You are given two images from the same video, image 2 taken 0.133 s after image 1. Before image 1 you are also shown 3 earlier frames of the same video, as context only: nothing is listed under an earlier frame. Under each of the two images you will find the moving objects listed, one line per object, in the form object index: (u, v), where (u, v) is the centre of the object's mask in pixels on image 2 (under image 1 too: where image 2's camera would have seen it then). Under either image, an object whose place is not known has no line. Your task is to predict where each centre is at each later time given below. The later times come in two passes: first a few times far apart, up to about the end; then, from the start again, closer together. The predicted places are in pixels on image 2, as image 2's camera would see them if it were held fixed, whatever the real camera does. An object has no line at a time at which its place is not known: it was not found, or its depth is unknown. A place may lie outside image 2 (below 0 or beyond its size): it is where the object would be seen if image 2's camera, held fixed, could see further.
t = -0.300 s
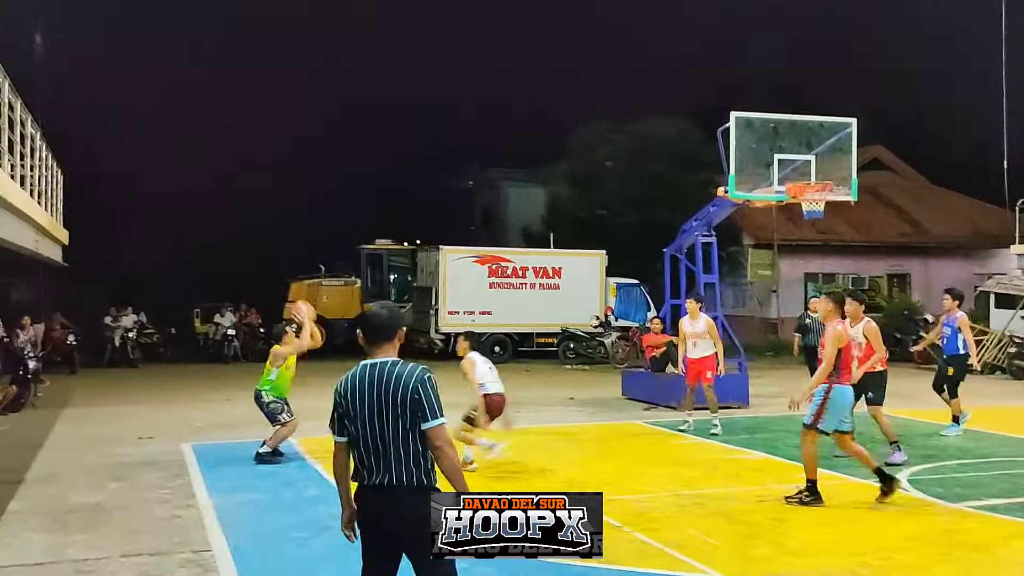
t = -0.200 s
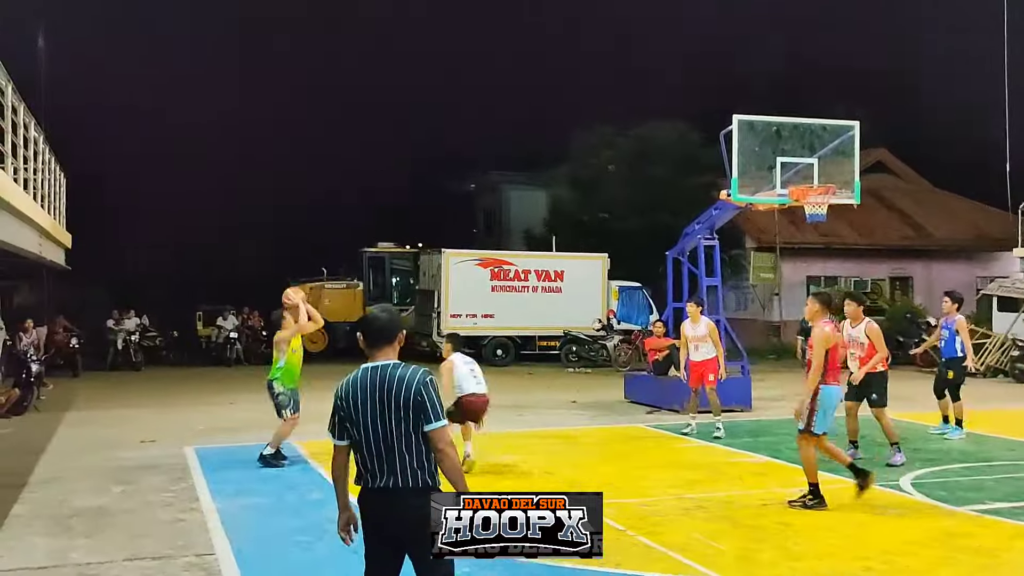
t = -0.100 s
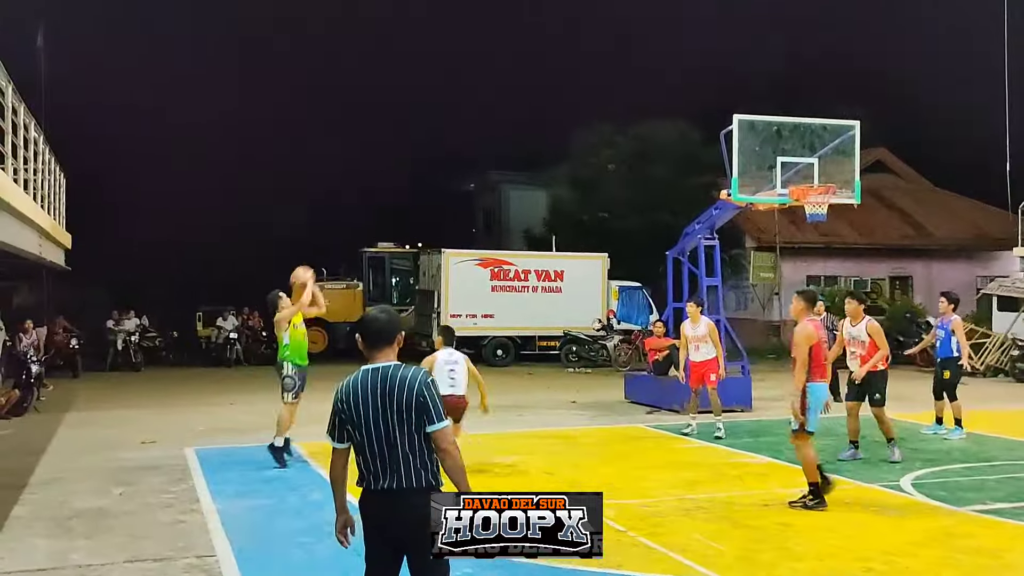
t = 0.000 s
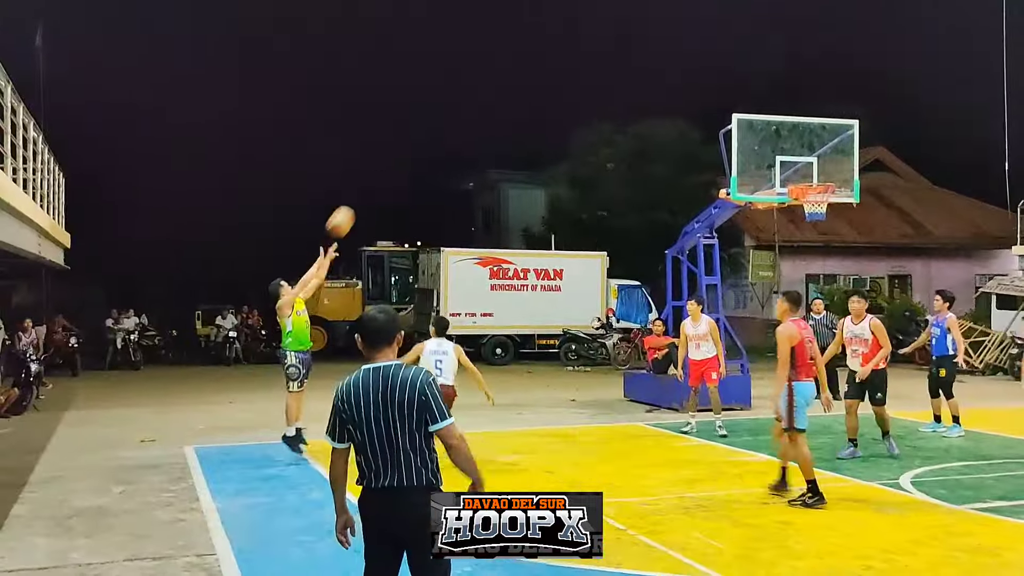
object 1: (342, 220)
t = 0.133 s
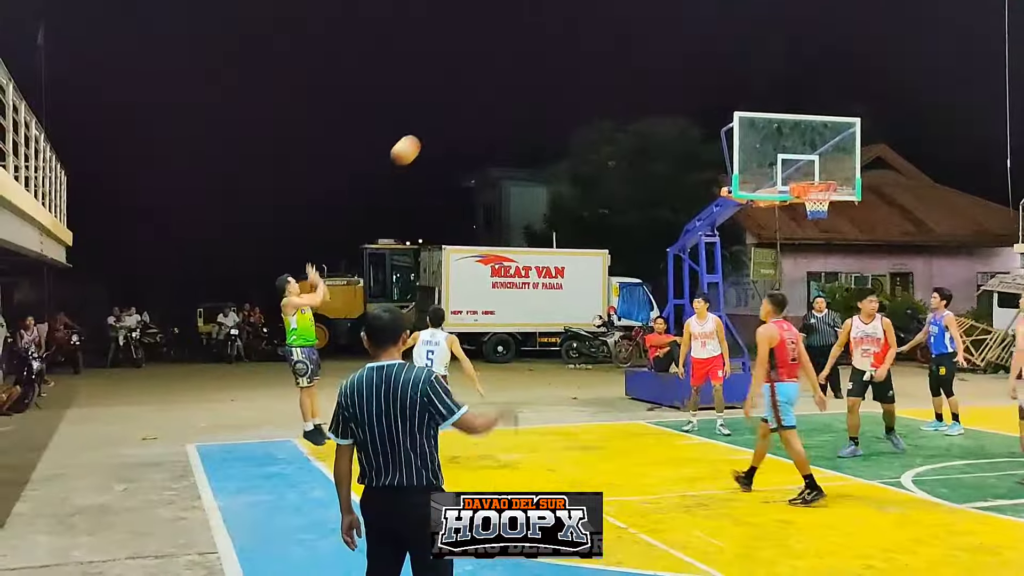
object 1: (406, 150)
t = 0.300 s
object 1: (482, 88)
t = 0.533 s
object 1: (581, 46)
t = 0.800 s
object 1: (687, 55)
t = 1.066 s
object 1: (784, 122)
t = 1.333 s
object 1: (821, 139)
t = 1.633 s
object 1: (801, 99)
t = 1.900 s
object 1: (782, 124)
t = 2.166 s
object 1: (759, 180)
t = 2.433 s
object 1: (733, 157)
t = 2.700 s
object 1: (720, 168)
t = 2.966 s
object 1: (708, 235)
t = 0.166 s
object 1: (421, 136)
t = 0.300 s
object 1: (482, 88)
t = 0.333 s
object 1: (496, 79)
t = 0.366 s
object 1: (511, 71)
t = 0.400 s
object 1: (525, 64)
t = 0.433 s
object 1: (540, 58)
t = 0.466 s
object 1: (554, 53)
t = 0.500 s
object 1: (568, 49)
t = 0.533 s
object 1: (581, 46)
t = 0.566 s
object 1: (595, 44)
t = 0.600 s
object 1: (608, 43)
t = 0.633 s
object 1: (622, 43)
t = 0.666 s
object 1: (635, 44)
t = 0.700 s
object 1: (648, 45)
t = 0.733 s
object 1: (661, 48)
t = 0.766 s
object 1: (674, 51)
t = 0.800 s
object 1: (687, 55)
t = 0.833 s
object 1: (699, 61)
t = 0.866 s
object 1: (712, 67)
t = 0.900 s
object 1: (724, 74)
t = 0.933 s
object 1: (737, 81)
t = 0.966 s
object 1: (748, 90)
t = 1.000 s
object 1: (760, 100)
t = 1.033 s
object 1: (772, 109)
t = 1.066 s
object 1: (784, 122)
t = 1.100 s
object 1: (795, 133)
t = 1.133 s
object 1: (806, 144)
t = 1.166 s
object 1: (818, 159)
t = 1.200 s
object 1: (829, 171)
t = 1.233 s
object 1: (828, 168)
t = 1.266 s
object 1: (826, 157)
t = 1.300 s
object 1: (823, 147)
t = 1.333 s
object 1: (821, 139)
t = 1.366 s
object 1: (819, 131)
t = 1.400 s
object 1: (817, 124)
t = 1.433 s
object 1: (815, 118)
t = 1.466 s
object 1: (812, 112)
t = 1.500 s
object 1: (810, 108)
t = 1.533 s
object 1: (808, 104)
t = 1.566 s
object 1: (805, 102)
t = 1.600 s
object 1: (803, 100)
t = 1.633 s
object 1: (801, 99)
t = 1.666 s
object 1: (798, 99)
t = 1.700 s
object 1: (796, 99)
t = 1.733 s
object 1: (794, 101)
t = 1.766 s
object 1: (792, 103)
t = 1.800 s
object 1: (790, 105)
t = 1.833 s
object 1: (788, 107)
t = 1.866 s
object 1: (785, 116)
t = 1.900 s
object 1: (782, 124)
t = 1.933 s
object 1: (780, 128)
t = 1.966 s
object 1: (779, 136)
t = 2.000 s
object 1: (776, 143)
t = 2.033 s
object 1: (773, 152)
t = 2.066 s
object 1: (770, 160)
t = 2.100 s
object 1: (768, 172)
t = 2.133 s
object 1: (766, 179)
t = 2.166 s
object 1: (759, 180)
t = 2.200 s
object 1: (750, 181)
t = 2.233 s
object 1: (745, 182)
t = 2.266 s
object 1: (743, 178)
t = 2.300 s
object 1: (742, 171)
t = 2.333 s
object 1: (738, 166)
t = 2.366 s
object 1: (736, 162)
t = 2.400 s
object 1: (734, 159)
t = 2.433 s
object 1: (733, 157)
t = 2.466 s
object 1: (731, 156)
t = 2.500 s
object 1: (729, 155)
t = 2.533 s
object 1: (726, 155)
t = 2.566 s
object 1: (724, 156)
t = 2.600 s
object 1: (723, 158)
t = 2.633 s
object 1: (722, 160)
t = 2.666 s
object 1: (722, 164)
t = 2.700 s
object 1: (720, 168)
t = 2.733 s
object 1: (719, 174)
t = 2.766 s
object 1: (717, 180)
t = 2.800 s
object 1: (717, 187)
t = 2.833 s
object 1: (715, 194)
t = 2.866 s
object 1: (712, 203)
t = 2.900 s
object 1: (711, 213)
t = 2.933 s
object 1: (709, 223)
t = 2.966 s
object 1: (708, 235)
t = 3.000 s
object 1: (706, 248)
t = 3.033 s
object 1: (704, 261)
